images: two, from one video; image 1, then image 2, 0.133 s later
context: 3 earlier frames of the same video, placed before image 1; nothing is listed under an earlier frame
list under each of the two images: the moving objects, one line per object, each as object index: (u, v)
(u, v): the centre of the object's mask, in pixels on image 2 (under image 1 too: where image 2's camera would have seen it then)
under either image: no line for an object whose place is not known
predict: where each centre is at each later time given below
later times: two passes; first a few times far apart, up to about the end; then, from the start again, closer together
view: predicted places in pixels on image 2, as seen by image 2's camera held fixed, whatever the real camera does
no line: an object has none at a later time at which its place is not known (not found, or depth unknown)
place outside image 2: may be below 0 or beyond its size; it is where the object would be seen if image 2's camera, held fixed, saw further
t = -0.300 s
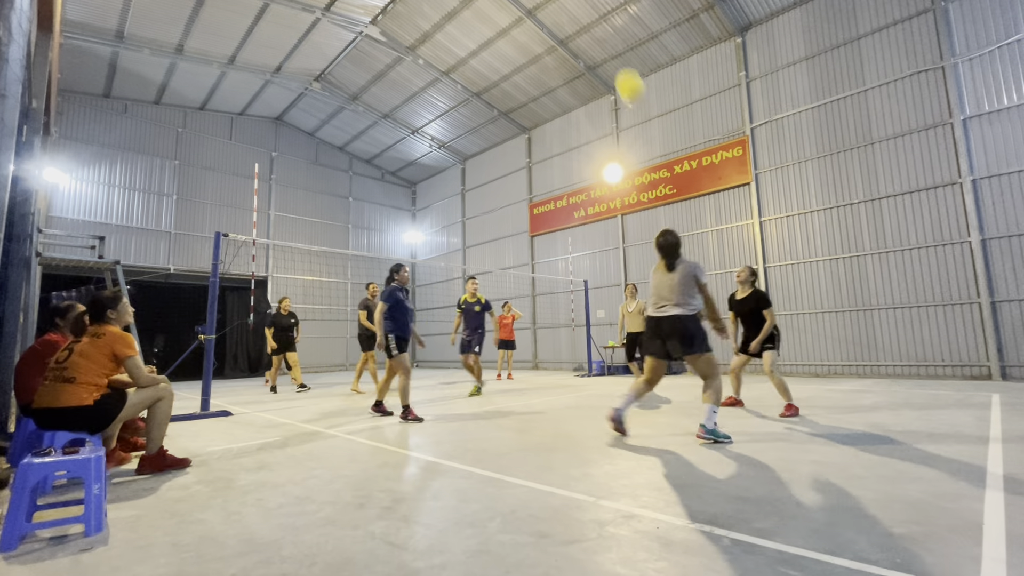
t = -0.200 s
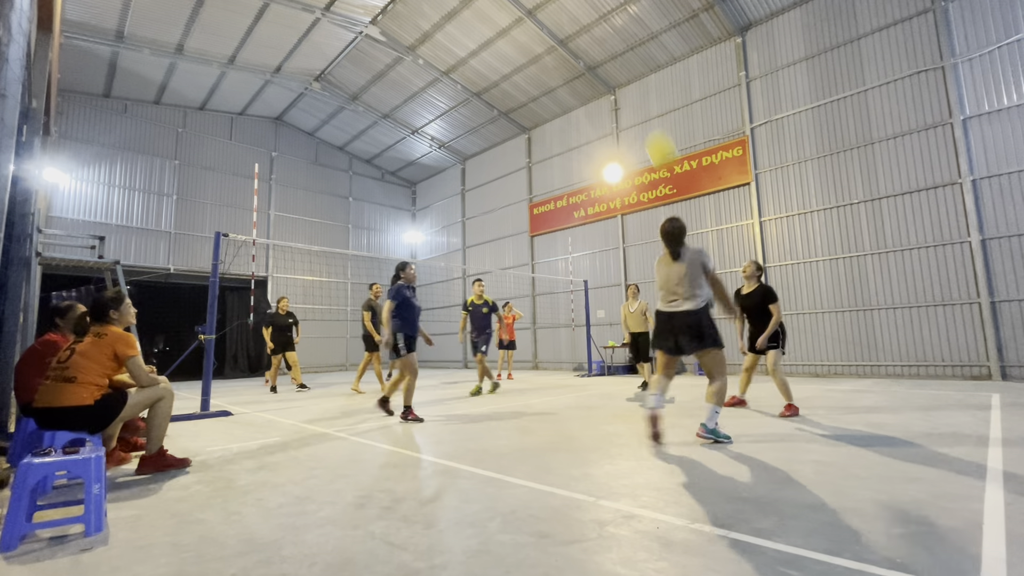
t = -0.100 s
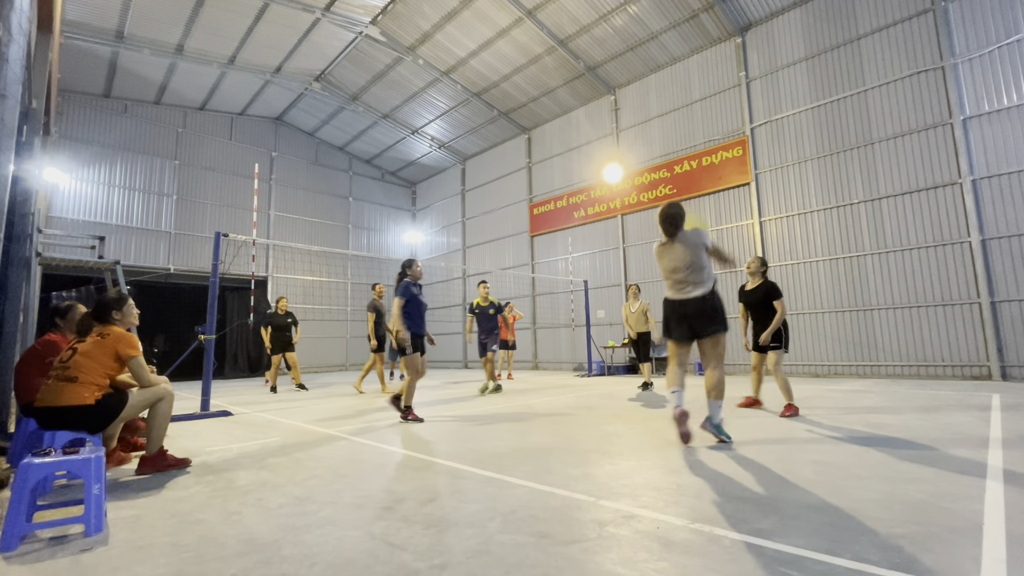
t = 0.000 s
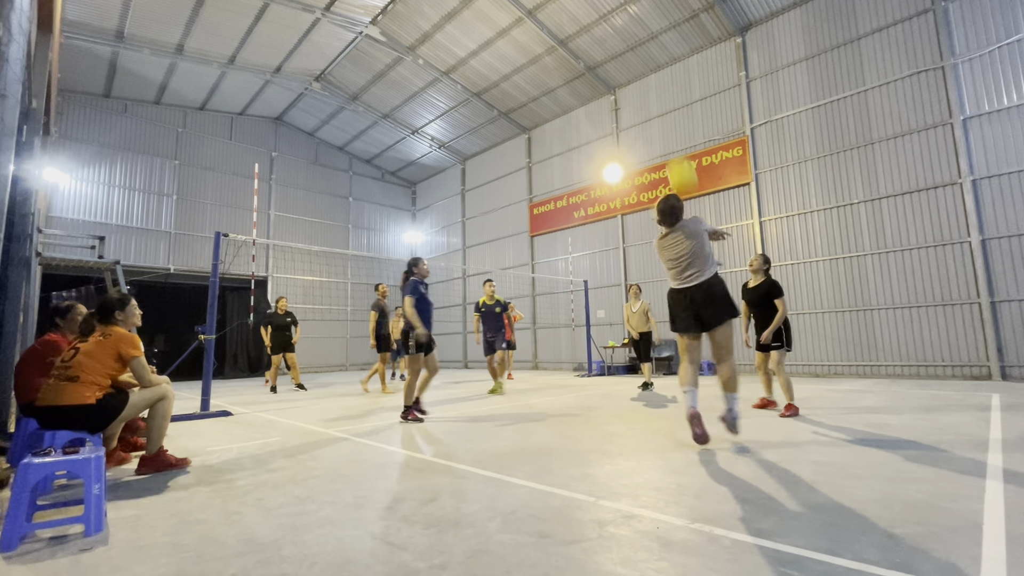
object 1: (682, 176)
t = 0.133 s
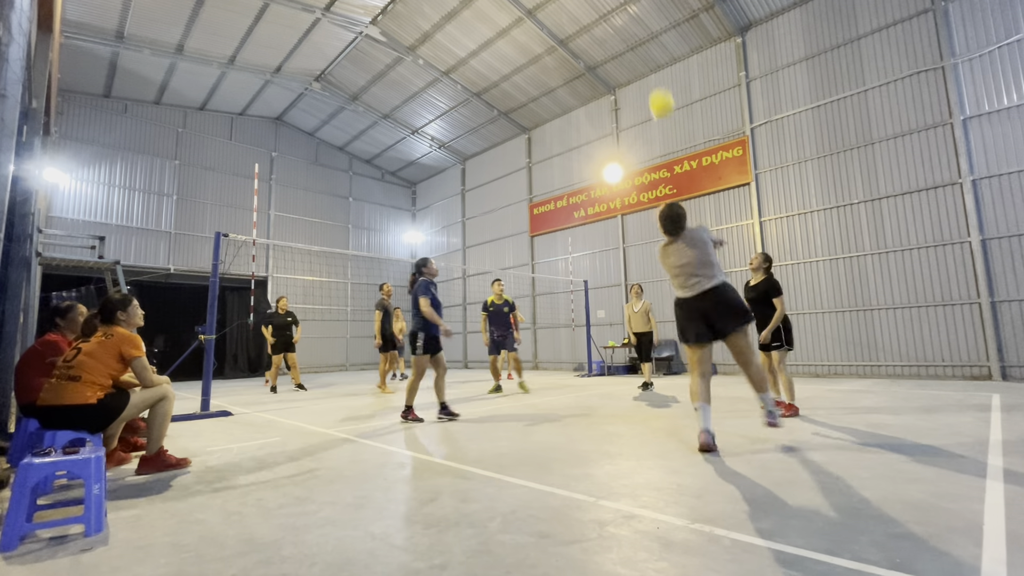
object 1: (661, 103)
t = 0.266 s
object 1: (647, 62)
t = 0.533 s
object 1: (628, 38)
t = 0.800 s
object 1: (616, 69)
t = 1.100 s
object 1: (609, 148)
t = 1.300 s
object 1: (606, 225)
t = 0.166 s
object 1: (657, 90)
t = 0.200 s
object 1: (654, 81)
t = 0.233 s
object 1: (650, 70)
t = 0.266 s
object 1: (647, 62)
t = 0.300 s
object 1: (645, 56)
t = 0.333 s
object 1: (642, 50)
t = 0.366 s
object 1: (639, 45)
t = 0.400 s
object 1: (637, 42)
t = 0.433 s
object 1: (634, 39)
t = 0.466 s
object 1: (632, 38)
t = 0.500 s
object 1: (630, 37)
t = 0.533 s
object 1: (628, 38)
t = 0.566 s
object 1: (627, 39)
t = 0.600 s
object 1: (625, 42)
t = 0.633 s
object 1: (623, 45)
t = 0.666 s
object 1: (622, 48)
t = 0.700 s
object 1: (620, 52)
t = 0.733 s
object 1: (619, 58)
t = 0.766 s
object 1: (617, 63)
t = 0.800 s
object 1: (616, 69)
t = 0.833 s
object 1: (615, 76)
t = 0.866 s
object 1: (614, 83)
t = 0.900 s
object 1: (613, 91)
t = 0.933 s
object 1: (612, 99)
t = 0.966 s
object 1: (611, 108)
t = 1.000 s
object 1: (611, 118)
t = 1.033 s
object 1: (610, 128)
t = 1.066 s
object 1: (610, 137)
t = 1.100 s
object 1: (609, 148)
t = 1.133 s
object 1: (608, 159)
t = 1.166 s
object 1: (605, 172)
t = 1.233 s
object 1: (605, 196)
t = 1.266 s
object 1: (606, 212)
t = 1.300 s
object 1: (606, 225)
